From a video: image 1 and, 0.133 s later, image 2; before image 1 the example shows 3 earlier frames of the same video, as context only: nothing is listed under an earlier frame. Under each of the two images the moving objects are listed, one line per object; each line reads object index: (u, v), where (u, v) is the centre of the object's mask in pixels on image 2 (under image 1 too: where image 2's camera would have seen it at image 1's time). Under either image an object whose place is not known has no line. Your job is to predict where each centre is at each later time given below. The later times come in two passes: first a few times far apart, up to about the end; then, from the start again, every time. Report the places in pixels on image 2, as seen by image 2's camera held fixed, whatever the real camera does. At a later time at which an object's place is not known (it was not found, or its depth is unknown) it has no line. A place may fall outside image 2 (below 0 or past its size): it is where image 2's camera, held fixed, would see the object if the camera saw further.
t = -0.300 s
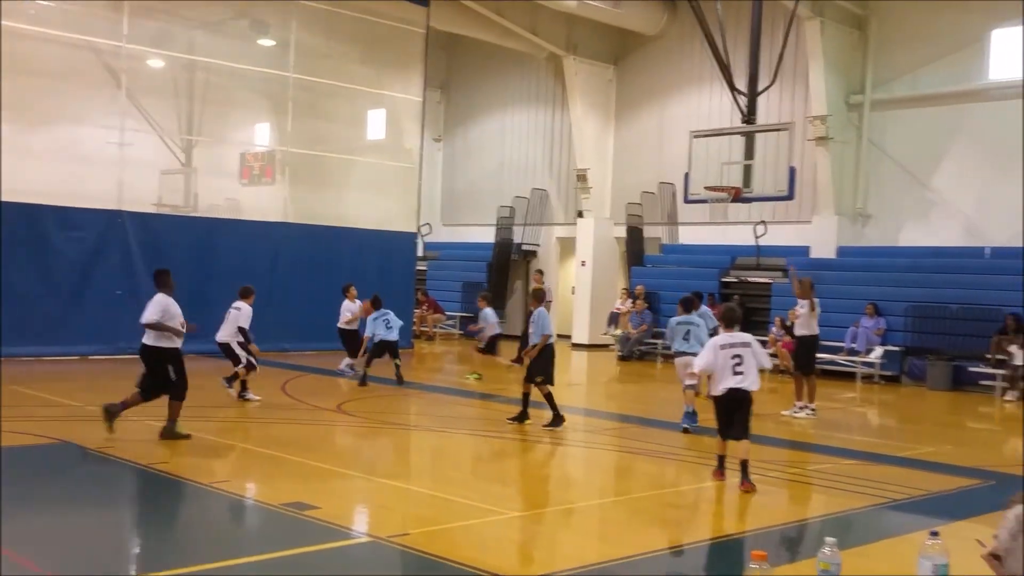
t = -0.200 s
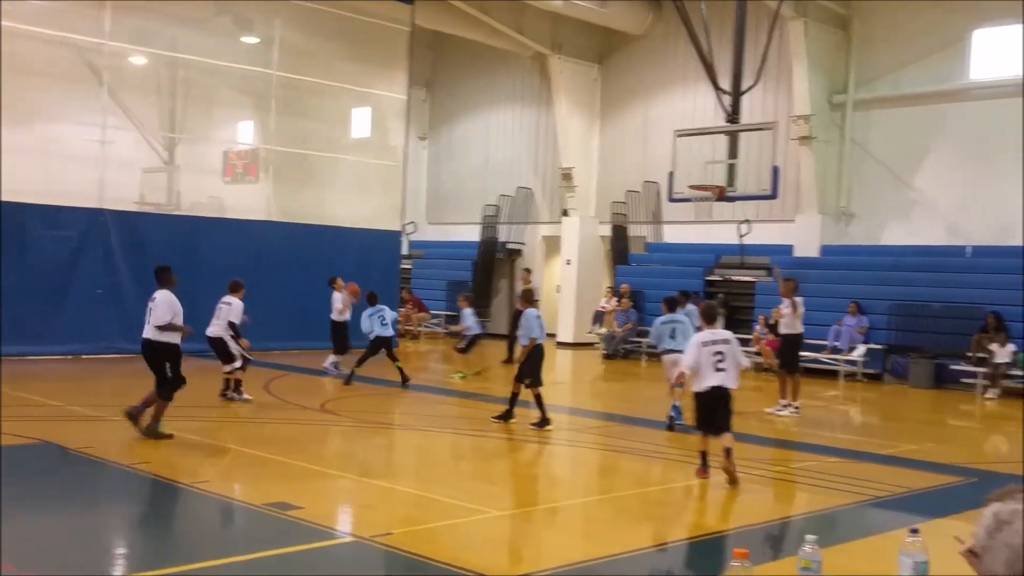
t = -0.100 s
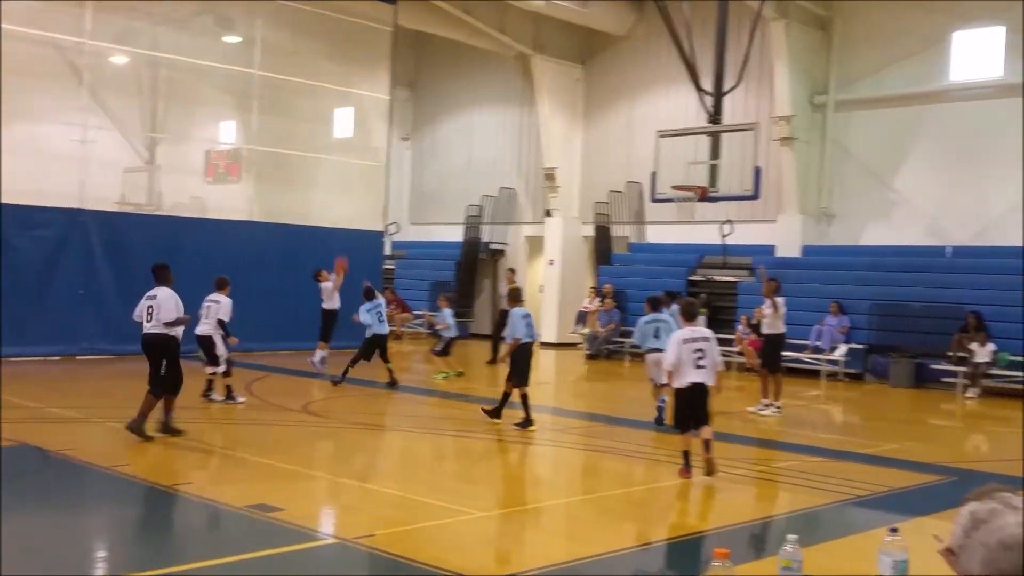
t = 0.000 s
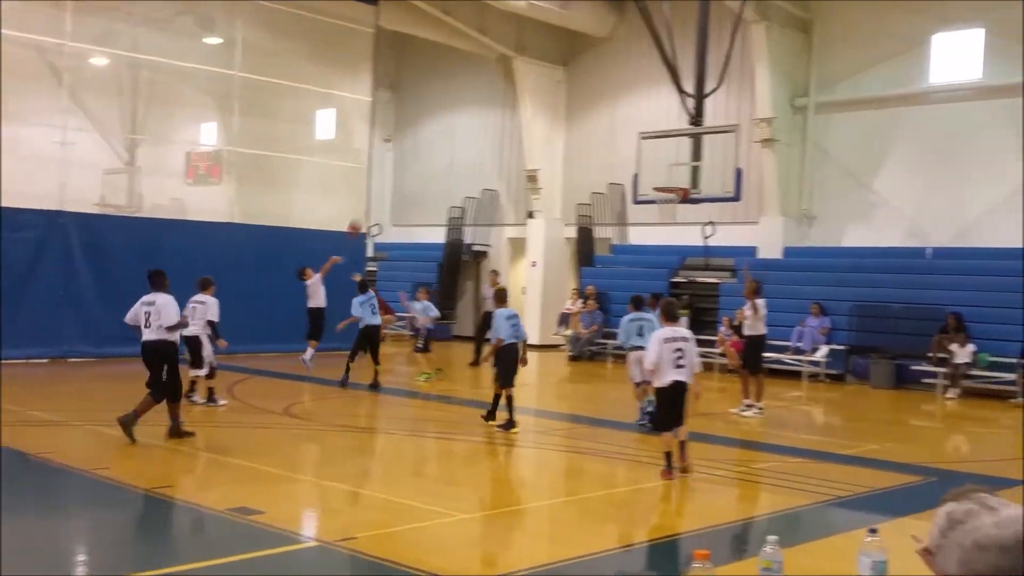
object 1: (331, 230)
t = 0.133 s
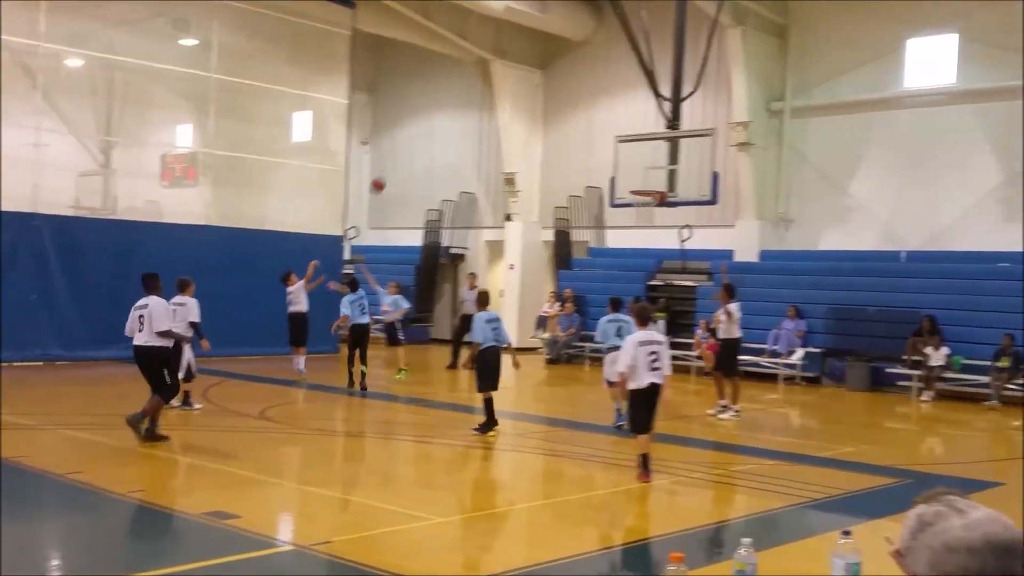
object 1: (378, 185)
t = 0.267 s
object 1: (424, 150)
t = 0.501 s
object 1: (502, 116)
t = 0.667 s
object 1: (556, 113)
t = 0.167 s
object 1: (389, 175)
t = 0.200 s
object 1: (401, 166)
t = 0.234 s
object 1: (412, 158)
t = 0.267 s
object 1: (424, 150)
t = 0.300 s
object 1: (435, 143)
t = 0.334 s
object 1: (446, 137)
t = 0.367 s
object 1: (458, 132)
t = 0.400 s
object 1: (468, 127)
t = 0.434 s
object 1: (479, 122)
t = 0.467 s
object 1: (490, 119)
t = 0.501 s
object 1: (502, 116)
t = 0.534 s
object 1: (512, 114)
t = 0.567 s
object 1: (523, 113)
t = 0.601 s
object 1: (534, 113)
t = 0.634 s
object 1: (545, 113)
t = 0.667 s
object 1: (556, 113)
